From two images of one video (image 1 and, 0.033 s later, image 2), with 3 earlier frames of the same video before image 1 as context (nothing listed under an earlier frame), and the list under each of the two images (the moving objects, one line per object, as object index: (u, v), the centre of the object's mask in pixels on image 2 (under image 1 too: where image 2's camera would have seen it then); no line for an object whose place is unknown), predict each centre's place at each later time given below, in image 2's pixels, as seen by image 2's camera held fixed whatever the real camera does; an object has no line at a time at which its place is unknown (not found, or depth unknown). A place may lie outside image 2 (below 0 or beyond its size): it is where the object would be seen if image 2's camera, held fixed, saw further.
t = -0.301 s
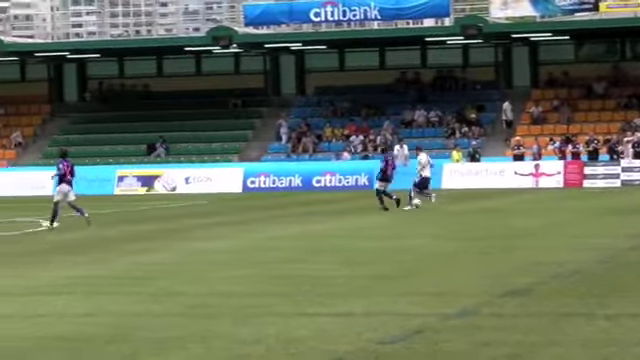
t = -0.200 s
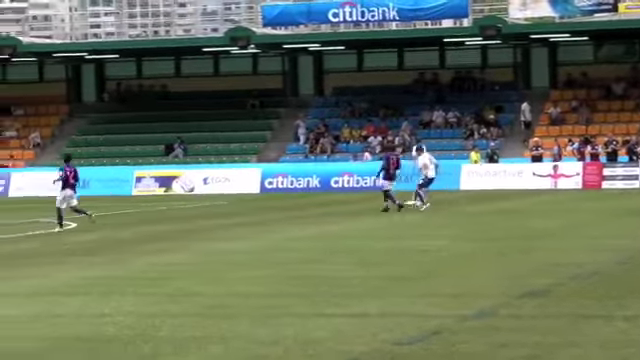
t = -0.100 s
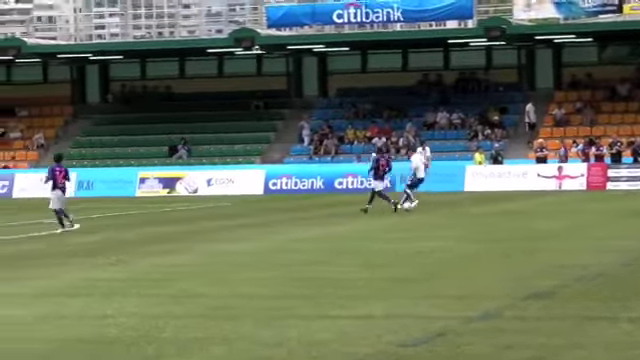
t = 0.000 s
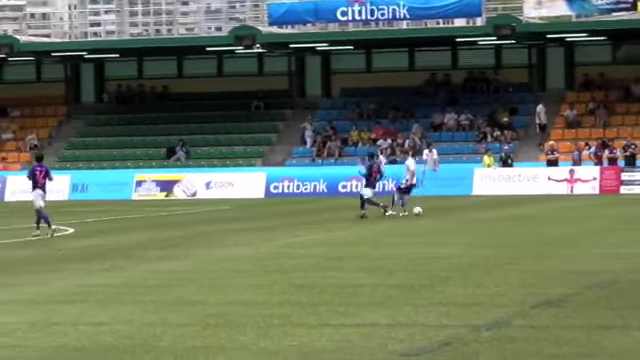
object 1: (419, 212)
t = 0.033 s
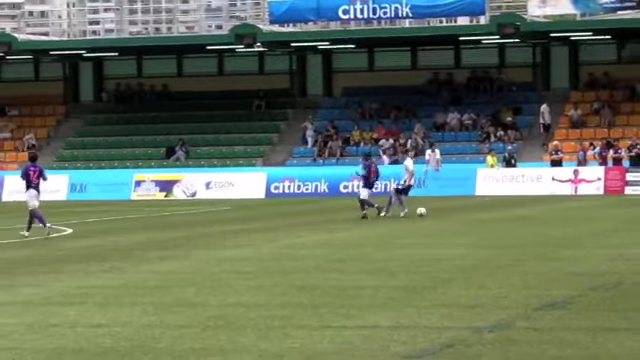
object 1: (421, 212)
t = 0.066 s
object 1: (422, 212)
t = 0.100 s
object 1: (423, 212)
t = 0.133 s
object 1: (425, 212)
